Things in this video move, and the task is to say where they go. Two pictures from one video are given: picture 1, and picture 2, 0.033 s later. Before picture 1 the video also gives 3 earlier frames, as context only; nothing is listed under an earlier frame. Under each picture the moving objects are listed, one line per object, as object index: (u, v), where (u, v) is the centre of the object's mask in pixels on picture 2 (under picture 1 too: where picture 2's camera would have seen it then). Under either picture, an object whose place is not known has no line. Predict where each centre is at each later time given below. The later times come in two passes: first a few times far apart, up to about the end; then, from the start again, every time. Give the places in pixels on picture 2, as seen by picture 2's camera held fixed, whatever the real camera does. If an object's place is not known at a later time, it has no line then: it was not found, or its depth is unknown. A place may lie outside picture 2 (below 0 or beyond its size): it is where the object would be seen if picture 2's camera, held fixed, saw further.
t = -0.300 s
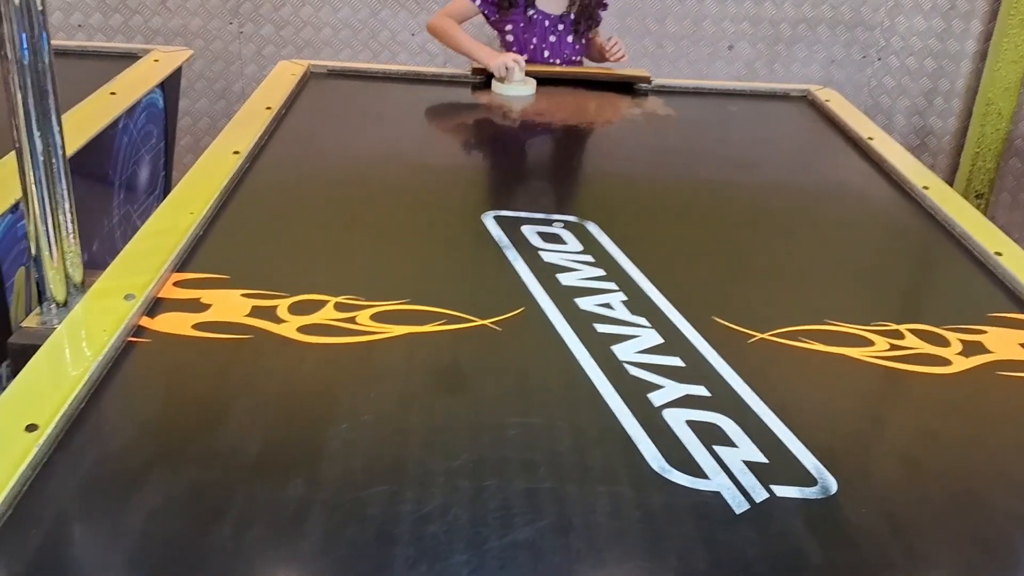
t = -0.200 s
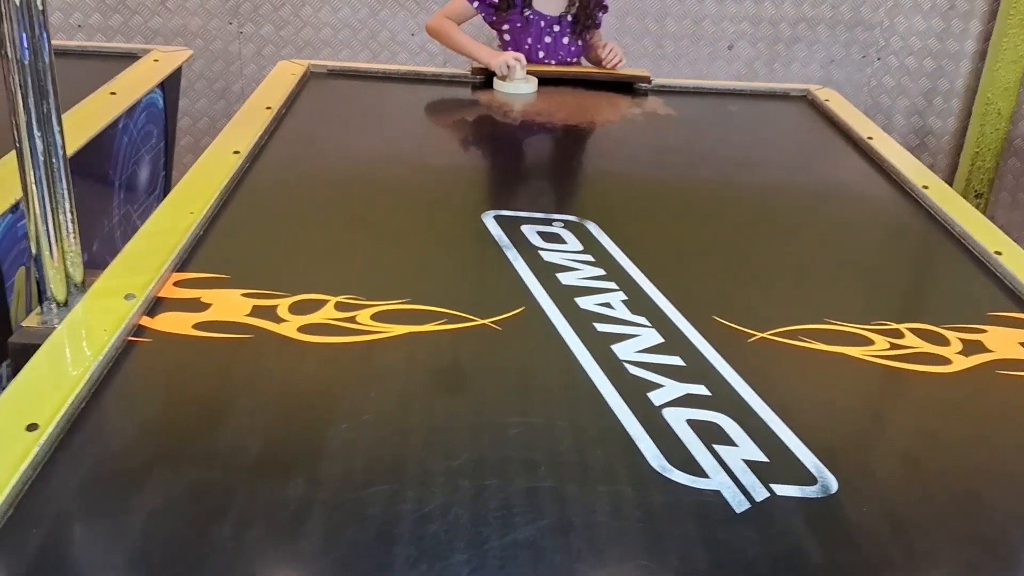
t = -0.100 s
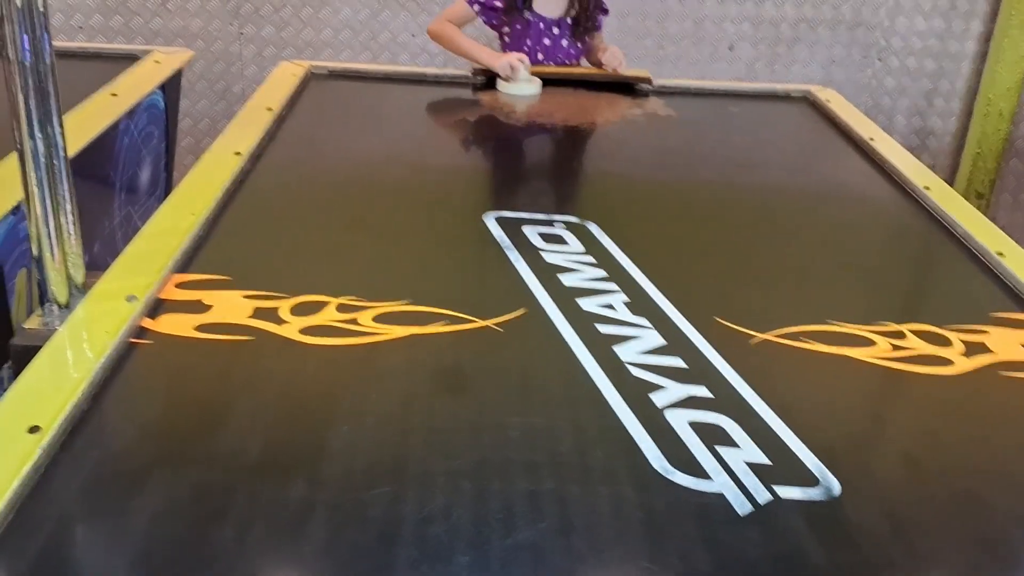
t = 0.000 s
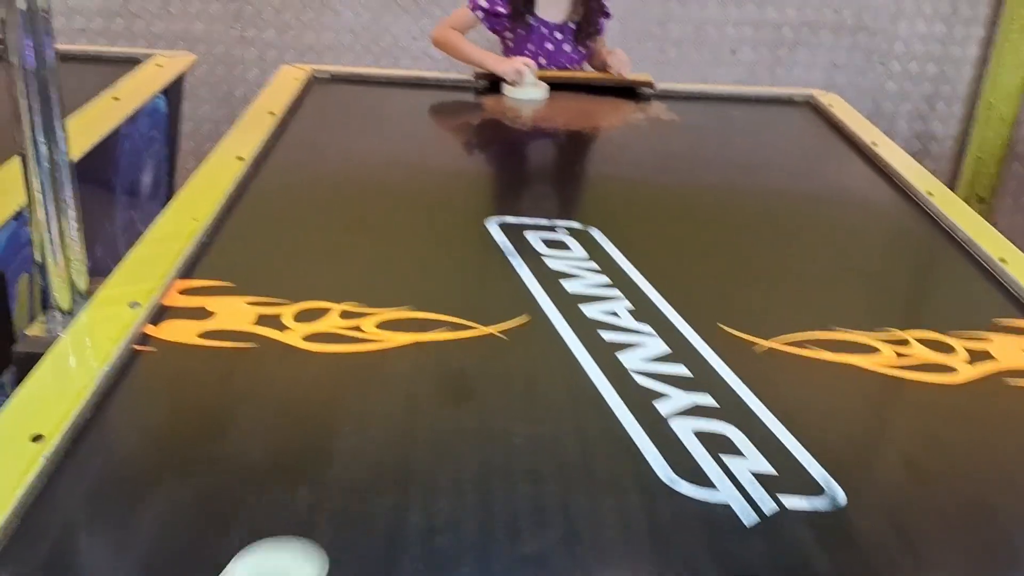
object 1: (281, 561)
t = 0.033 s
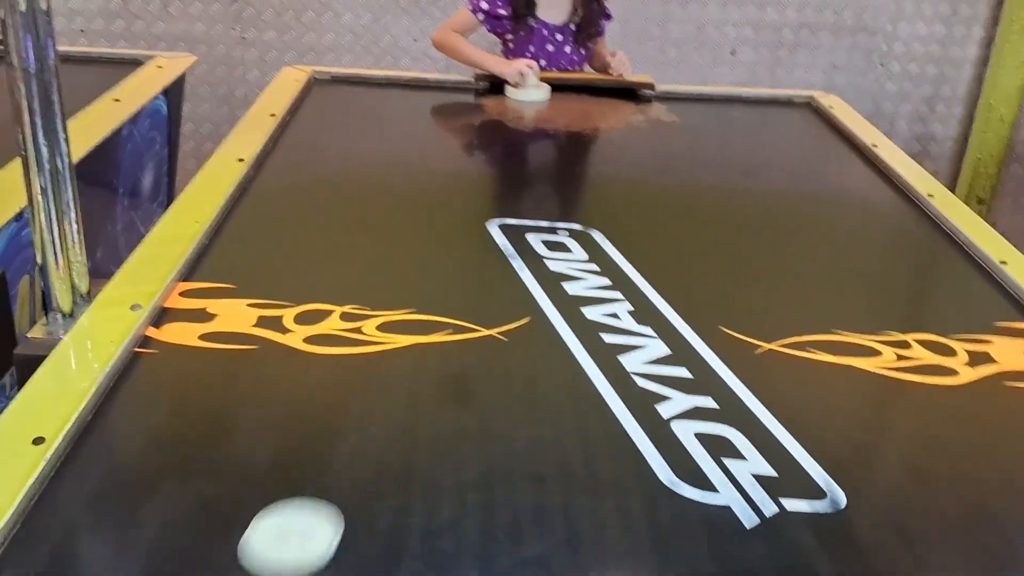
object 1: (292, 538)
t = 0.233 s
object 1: (371, 357)
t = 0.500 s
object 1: (430, 228)
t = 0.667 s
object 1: (455, 179)
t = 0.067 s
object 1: (309, 499)
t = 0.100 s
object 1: (324, 463)
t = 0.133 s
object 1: (338, 431)
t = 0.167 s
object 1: (351, 403)
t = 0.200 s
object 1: (362, 378)
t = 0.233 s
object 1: (371, 357)
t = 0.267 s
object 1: (381, 336)
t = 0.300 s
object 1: (391, 315)
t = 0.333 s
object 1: (398, 297)
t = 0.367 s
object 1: (405, 283)
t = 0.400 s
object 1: (412, 268)
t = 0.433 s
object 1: (418, 254)
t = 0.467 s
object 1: (425, 241)
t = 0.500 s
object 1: (430, 228)
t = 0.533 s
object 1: (436, 217)
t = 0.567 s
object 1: (441, 206)
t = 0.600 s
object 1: (446, 197)
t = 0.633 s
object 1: (451, 188)
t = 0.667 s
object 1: (455, 179)
